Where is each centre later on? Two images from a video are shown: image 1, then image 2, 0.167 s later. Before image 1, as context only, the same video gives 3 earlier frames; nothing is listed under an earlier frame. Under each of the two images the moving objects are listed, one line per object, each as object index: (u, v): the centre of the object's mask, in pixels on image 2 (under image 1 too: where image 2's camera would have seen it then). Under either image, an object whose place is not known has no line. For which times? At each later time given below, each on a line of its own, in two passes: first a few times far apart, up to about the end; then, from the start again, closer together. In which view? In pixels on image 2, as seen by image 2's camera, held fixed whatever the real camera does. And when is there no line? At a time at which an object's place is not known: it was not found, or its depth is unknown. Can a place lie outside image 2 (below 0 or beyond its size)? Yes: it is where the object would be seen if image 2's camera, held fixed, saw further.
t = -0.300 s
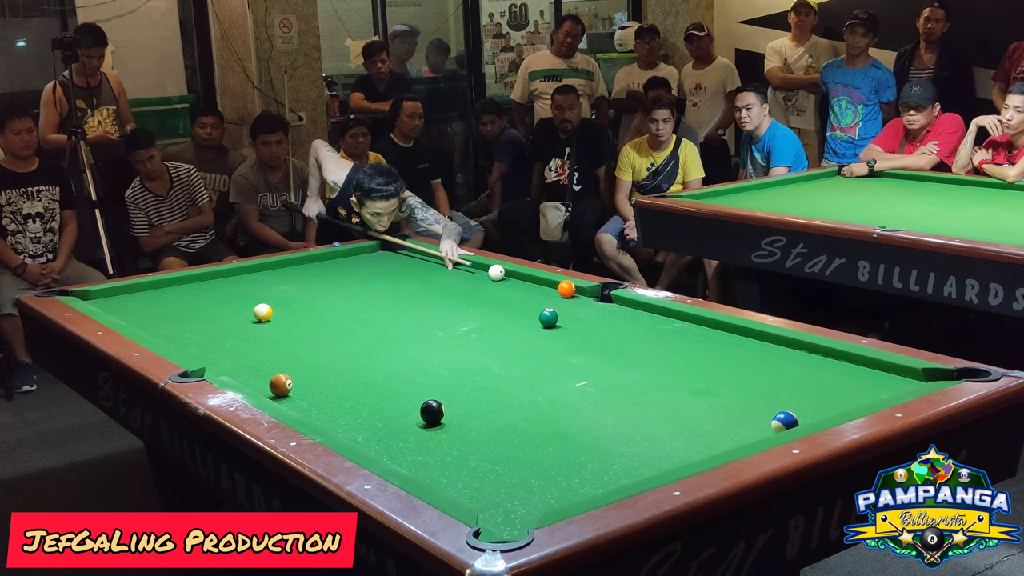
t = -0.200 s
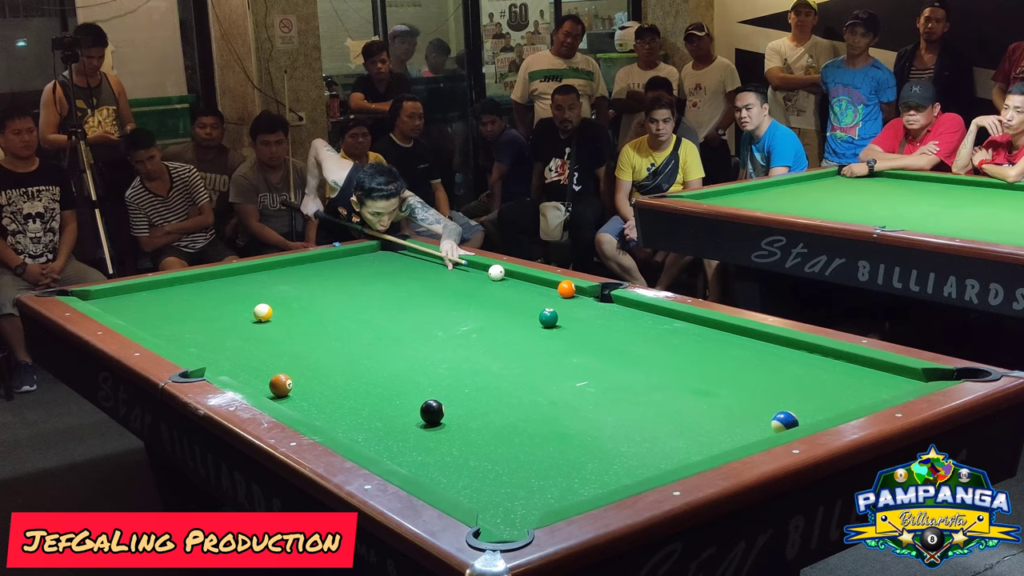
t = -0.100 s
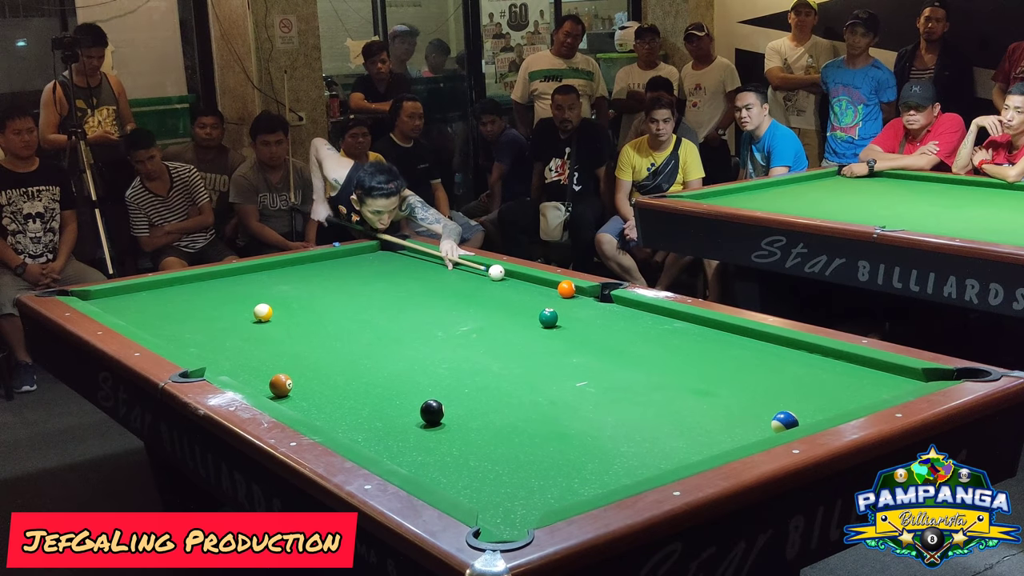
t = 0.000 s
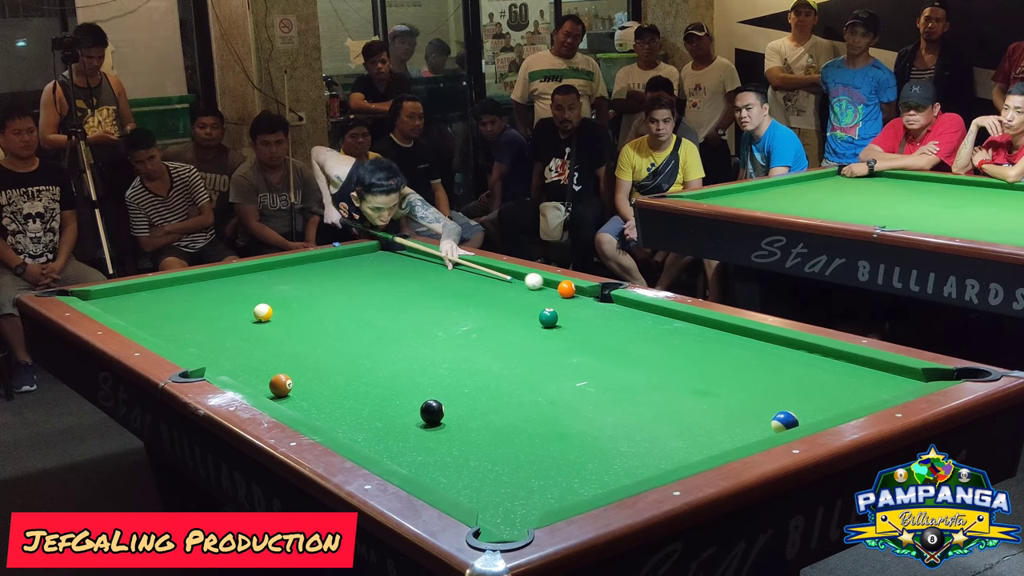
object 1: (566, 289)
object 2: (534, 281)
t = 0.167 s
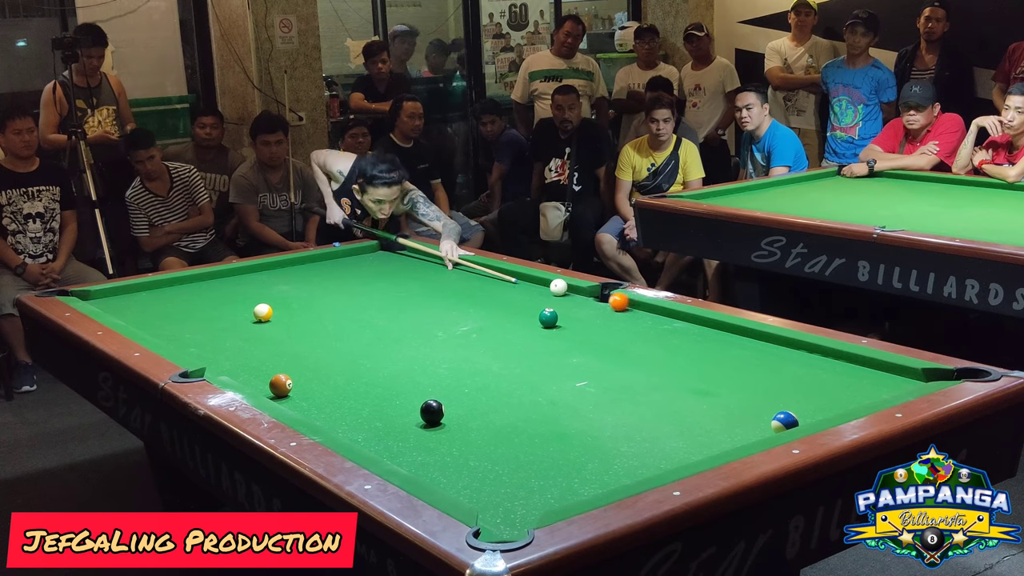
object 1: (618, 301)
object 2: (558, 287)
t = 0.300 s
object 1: (671, 315)
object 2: (563, 288)
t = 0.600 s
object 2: (572, 290)
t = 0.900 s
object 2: (579, 292)
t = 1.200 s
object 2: (583, 294)
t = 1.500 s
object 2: (586, 295)
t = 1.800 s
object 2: (586, 296)
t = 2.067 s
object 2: (585, 296)
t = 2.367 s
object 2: (585, 296)
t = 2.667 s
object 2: (585, 296)
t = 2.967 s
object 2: (585, 296)
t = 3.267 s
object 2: (585, 296)
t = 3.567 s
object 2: (585, 296)
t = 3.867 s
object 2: (585, 296)
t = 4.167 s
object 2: (585, 296)
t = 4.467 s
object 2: (585, 296)
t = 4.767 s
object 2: (585, 296)
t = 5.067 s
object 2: (585, 296)
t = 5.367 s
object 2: (585, 296)
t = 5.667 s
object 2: (585, 296)
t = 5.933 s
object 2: (585, 296)
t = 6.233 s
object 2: (585, 296)
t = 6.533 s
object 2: (585, 296)
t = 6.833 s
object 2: (585, 296)
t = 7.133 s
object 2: (585, 296)
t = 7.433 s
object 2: (585, 296)
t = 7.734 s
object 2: (585, 296)
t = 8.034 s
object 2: (585, 296)
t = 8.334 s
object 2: (585, 296)
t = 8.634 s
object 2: (585, 296)
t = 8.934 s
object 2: (585, 296)
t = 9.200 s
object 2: (585, 296)
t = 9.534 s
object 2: (585, 296)
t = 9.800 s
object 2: (585, 296)
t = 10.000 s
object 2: (585, 296)
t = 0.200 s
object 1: (632, 305)
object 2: (559, 287)
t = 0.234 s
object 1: (646, 308)
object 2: (561, 287)
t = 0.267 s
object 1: (659, 311)
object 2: (562, 288)
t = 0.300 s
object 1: (671, 315)
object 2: (563, 288)
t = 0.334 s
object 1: (684, 317)
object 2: (564, 288)
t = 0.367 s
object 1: (697, 321)
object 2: (565, 289)
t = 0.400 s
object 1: (710, 324)
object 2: (566, 289)
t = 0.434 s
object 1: (724, 327)
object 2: (567, 289)
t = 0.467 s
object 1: (737, 331)
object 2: (568, 289)
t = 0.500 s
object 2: (569, 290)
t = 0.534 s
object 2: (570, 290)
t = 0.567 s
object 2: (571, 290)
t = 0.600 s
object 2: (572, 290)
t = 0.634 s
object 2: (573, 291)
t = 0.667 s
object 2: (574, 291)
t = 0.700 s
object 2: (574, 291)
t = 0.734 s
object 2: (575, 291)
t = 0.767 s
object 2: (576, 291)
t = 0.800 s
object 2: (577, 292)
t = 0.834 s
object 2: (577, 292)
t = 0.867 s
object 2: (578, 292)
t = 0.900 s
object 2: (579, 292)
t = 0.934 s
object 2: (579, 292)
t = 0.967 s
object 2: (580, 293)
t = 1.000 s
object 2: (581, 293)
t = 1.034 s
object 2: (581, 293)
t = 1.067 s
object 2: (582, 293)
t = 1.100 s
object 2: (582, 293)
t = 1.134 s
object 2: (583, 294)
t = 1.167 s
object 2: (583, 294)
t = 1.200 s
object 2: (583, 294)
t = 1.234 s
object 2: (584, 294)
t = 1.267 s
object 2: (584, 294)
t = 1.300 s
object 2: (584, 294)
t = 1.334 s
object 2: (585, 295)
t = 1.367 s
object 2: (585, 295)
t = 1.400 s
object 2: (585, 295)
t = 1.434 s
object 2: (585, 295)
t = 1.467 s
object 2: (585, 295)
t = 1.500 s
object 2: (586, 295)
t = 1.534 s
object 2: (586, 295)
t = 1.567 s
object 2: (586, 295)
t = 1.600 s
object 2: (586, 295)
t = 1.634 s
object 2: (586, 296)
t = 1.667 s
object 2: (586, 296)
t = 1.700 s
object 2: (586, 296)
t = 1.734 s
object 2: (586, 296)
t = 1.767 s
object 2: (586, 296)
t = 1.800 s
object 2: (586, 296)
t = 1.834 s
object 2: (586, 296)
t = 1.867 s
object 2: (585, 296)
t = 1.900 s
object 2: (585, 296)
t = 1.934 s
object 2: (585, 296)
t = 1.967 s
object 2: (585, 296)
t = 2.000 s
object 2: (585, 296)
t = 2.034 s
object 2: (585, 296)
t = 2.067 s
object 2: (585, 296)
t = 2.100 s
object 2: (585, 296)
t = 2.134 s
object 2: (585, 296)
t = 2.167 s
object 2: (585, 296)
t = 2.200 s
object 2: (585, 296)
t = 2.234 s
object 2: (585, 296)
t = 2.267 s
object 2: (585, 296)
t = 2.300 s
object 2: (585, 296)
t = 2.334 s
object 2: (585, 296)
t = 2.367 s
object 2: (585, 296)
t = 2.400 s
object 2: (585, 296)
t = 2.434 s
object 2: (585, 296)
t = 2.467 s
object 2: (585, 296)
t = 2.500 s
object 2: (585, 296)
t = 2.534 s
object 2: (585, 296)
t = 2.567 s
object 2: (585, 296)
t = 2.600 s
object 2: (585, 296)
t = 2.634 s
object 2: (585, 296)
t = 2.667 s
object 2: (585, 296)
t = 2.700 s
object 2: (585, 296)
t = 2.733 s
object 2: (585, 296)
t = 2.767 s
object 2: (585, 296)
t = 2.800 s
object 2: (585, 296)
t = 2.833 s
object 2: (585, 296)
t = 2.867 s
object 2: (585, 296)
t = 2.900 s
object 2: (585, 296)
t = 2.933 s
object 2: (585, 296)
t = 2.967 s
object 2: (585, 296)
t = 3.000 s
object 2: (585, 296)
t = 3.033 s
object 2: (585, 296)
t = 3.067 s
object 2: (585, 296)
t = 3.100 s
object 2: (585, 296)
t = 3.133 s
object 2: (585, 296)
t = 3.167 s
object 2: (585, 296)
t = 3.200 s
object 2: (585, 296)
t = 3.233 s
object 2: (585, 296)
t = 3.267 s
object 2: (585, 296)
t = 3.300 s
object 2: (585, 296)
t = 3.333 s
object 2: (585, 296)
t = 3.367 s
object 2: (585, 296)
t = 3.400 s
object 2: (585, 296)
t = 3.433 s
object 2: (585, 296)
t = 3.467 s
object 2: (585, 296)
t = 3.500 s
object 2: (585, 296)
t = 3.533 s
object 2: (585, 296)
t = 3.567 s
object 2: (585, 296)
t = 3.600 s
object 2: (585, 296)
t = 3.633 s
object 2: (585, 296)
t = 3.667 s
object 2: (585, 296)
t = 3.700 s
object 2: (585, 296)
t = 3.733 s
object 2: (585, 296)
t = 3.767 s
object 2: (585, 296)
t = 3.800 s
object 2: (585, 296)
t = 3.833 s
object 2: (585, 296)
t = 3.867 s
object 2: (585, 296)
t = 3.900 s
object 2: (585, 296)
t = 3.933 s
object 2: (585, 296)
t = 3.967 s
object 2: (585, 296)
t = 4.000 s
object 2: (585, 296)
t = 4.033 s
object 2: (585, 296)
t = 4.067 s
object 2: (585, 296)
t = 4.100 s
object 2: (585, 296)
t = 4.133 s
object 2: (585, 296)
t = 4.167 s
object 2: (585, 296)
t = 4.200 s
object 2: (585, 296)
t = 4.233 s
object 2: (585, 296)
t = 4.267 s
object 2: (585, 296)
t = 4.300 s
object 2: (585, 296)
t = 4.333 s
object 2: (585, 296)
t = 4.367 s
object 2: (585, 296)
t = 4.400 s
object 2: (585, 296)
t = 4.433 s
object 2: (585, 296)
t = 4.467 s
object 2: (585, 296)
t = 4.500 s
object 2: (585, 296)
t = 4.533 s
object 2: (585, 296)
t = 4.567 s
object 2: (585, 296)
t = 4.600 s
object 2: (585, 296)
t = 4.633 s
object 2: (585, 296)
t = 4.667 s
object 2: (585, 296)
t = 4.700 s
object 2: (585, 296)
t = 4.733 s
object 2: (585, 296)
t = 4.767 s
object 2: (585, 296)
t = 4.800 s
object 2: (585, 296)
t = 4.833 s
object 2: (585, 296)
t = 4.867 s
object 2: (585, 296)
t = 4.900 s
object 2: (585, 296)
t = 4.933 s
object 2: (585, 296)
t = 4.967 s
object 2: (585, 296)
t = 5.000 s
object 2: (585, 296)
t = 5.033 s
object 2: (585, 296)
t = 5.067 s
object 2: (585, 296)
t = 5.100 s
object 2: (585, 296)
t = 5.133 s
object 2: (585, 296)
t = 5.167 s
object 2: (585, 296)
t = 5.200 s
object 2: (585, 296)
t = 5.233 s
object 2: (585, 296)
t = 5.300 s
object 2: (585, 296)
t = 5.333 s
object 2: (585, 296)
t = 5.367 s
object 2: (585, 296)
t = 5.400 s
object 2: (585, 296)
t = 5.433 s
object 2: (585, 296)
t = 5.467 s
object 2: (585, 296)
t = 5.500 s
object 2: (585, 296)
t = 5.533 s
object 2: (585, 296)
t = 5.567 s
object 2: (585, 296)
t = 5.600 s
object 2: (585, 296)
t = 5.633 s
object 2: (585, 296)
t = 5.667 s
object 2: (585, 296)
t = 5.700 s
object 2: (585, 296)
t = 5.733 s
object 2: (585, 296)
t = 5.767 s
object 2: (585, 296)
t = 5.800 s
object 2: (585, 296)
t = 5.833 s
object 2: (585, 296)
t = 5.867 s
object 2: (585, 296)
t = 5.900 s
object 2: (585, 296)
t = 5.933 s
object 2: (585, 296)
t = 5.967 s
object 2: (585, 296)
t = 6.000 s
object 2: (585, 296)
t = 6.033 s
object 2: (585, 296)
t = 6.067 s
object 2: (585, 296)
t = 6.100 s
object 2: (585, 296)
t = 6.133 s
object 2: (585, 296)
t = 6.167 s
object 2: (585, 296)
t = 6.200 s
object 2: (585, 296)
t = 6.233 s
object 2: (585, 296)
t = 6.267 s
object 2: (585, 296)
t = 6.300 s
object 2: (585, 296)
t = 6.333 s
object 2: (585, 296)
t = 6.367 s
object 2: (585, 296)
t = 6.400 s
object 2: (585, 296)
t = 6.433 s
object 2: (585, 296)
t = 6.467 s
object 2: (585, 296)
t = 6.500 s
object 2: (585, 296)
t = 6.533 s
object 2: (585, 296)
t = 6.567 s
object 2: (585, 296)
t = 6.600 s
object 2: (585, 296)
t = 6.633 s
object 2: (585, 296)
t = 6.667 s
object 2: (585, 296)
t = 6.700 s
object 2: (585, 296)
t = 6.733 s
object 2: (585, 296)
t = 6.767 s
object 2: (585, 296)
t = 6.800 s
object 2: (585, 296)
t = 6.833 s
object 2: (585, 296)
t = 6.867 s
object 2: (585, 296)
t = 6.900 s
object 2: (585, 296)
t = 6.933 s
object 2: (585, 296)
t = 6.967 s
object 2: (585, 296)
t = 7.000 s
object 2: (585, 296)
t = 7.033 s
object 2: (585, 296)
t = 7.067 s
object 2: (585, 296)
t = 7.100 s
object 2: (585, 296)
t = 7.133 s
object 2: (585, 296)
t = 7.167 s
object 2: (585, 296)
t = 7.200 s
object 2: (585, 296)
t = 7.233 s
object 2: (585, 296)
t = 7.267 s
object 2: (585, 296)
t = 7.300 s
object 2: (585, 296)
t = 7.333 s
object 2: (585, 296)
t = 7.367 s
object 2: (585, 296)
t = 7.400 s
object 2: (585, 296)
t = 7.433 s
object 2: (585, 296)
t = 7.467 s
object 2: (585, 296)
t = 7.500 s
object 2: (585, 296)
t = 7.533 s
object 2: (585, 296)
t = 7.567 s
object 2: (585, 296)
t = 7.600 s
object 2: (585, 296)
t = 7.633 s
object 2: (585, 296)
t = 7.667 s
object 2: (585, 296)
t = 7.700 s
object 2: (585, 296)
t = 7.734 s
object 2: (585, 296)
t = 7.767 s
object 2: (585, 296)
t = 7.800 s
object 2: (585, 296)
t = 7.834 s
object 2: (585, 296)
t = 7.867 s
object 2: (585, 296)
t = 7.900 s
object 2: (585, 296)
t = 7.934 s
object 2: (585, 296)
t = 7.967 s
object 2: (585, 296)
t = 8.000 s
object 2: (585, 296)
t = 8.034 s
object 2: (585, 296)
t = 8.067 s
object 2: (585, 296)
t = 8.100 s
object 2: (585, 296)
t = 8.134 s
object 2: (585, 296)
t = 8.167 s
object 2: (585, 296)
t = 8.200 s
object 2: (585, 296)
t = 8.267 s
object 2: (585, 296)
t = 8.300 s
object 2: (585, 296)
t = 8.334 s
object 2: (585, 296)
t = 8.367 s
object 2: (585, 296)
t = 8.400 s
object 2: (585, 296)
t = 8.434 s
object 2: (585, 296)
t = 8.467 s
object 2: (585, 296)
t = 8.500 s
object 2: (585, 296)
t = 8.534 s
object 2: (585, 296)
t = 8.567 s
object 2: (585, 296)
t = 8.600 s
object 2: (585, 296)
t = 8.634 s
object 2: (585, 296)
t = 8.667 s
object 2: (585, 296)
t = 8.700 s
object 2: (585, 296)
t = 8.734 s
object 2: (585, 296)
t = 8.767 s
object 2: (585, 296)
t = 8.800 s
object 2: (585, 296)
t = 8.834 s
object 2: (585, 296)
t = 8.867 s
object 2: (585, 296)
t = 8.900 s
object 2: (585, 296)
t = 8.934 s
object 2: (585, 296)
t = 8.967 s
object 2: (585, 296)
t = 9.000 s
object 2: (585, 296)
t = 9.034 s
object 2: (585, 296)
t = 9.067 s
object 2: (585, 296)
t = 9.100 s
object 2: (585, 296)
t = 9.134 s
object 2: (585, 296)
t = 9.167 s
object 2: (585, 296)
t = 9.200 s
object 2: (585, 296)
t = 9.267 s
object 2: (585, 296)
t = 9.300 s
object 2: (585, 296)
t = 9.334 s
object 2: (585, 296)
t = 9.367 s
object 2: (585, 296)
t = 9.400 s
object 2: (585, 296)
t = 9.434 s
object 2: (585, 296)
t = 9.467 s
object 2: (585, 296)
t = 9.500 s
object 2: (585, 296)
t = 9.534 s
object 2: (585, 296)
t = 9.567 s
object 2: (585, 296)
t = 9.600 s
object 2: (585, 296)
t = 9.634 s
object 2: (585, 296)
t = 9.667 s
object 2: (585, 296)
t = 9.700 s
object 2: (585, 296)
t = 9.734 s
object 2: (585, 296)
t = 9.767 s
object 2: (585, 296)
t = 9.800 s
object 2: (585, 296)
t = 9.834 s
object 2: (585, 296)
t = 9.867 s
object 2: (585, 296)
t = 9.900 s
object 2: (585, 296)
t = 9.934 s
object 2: (585, 296)
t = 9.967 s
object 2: (585, 296)
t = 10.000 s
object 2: (585, 296)
